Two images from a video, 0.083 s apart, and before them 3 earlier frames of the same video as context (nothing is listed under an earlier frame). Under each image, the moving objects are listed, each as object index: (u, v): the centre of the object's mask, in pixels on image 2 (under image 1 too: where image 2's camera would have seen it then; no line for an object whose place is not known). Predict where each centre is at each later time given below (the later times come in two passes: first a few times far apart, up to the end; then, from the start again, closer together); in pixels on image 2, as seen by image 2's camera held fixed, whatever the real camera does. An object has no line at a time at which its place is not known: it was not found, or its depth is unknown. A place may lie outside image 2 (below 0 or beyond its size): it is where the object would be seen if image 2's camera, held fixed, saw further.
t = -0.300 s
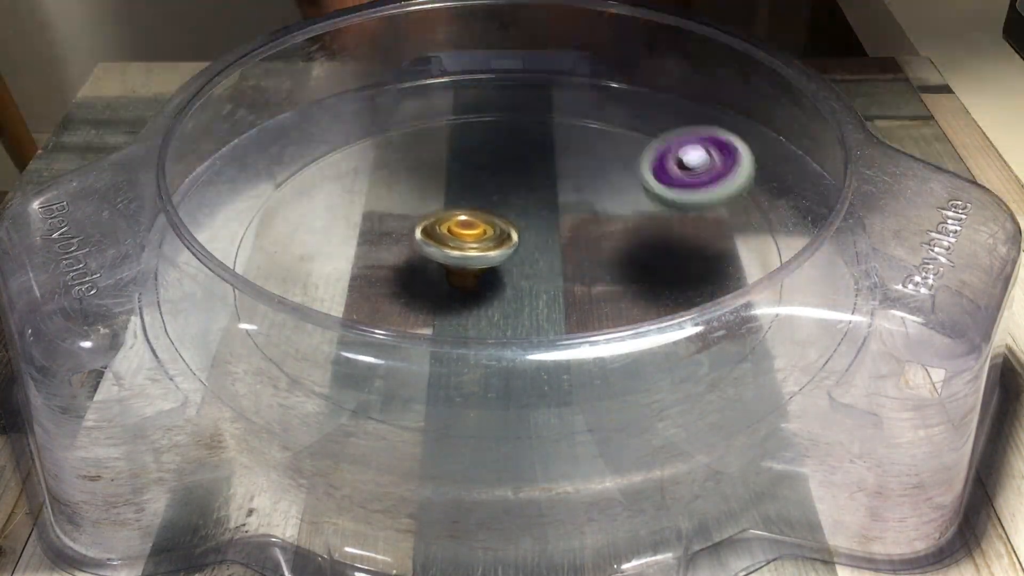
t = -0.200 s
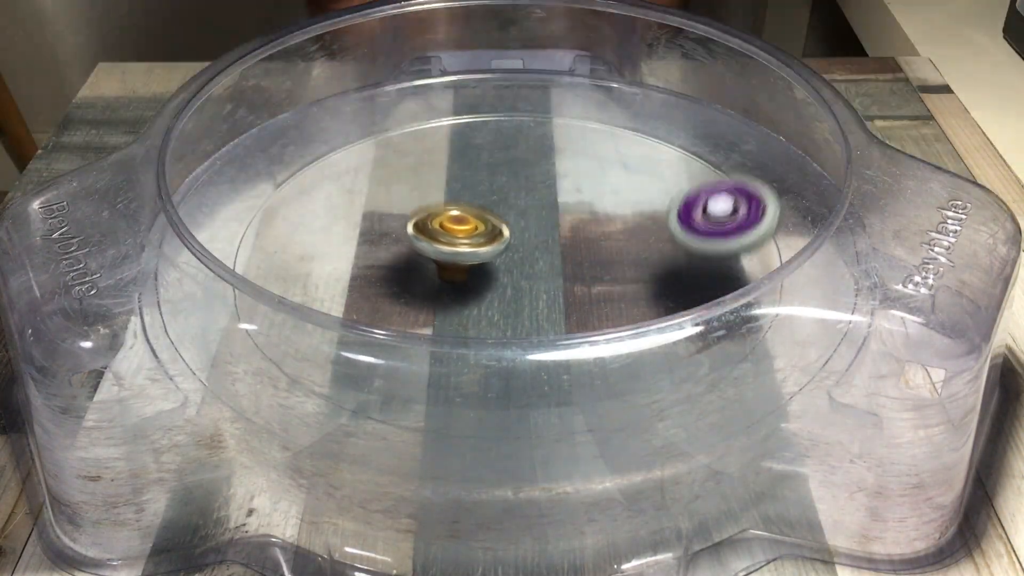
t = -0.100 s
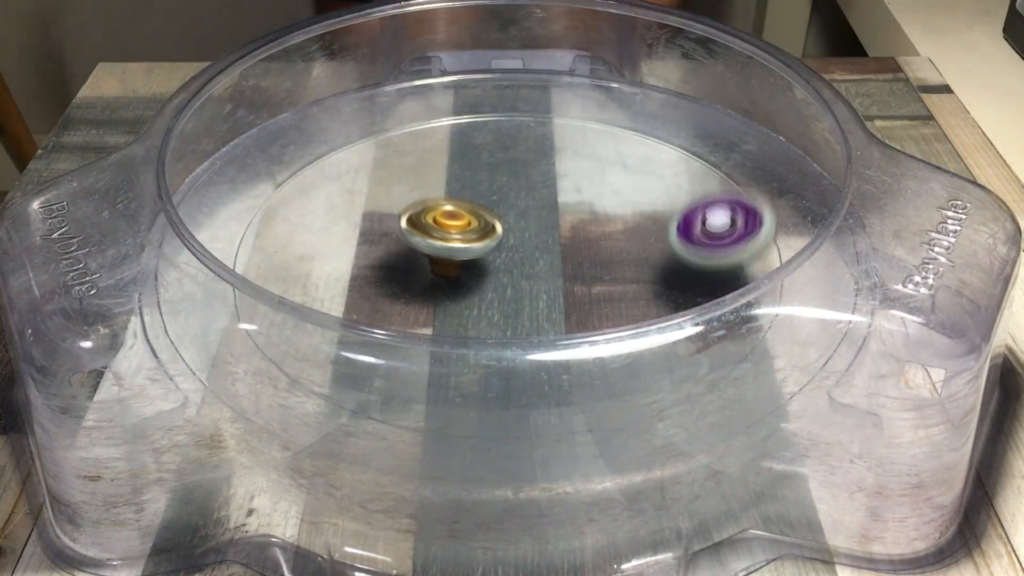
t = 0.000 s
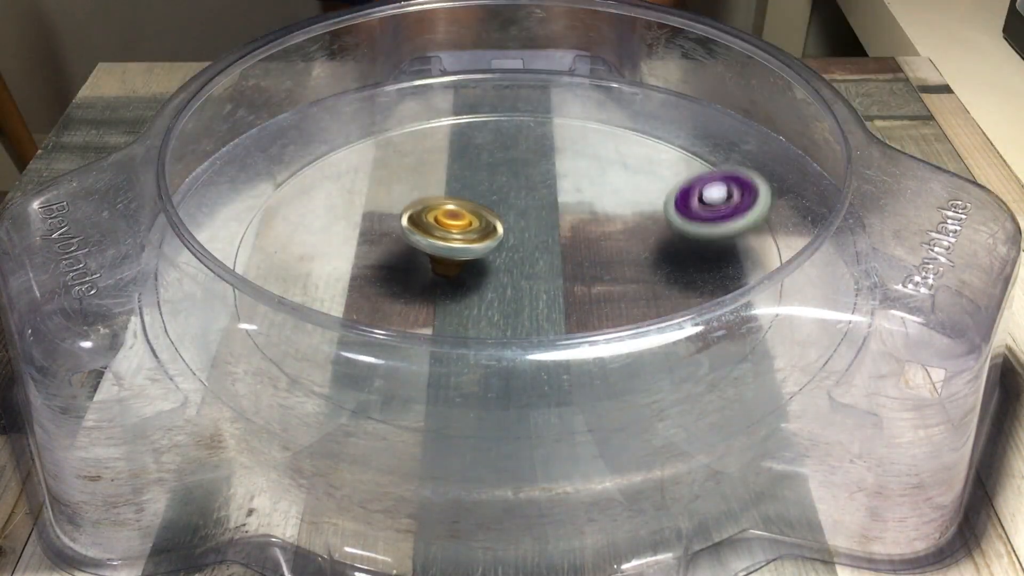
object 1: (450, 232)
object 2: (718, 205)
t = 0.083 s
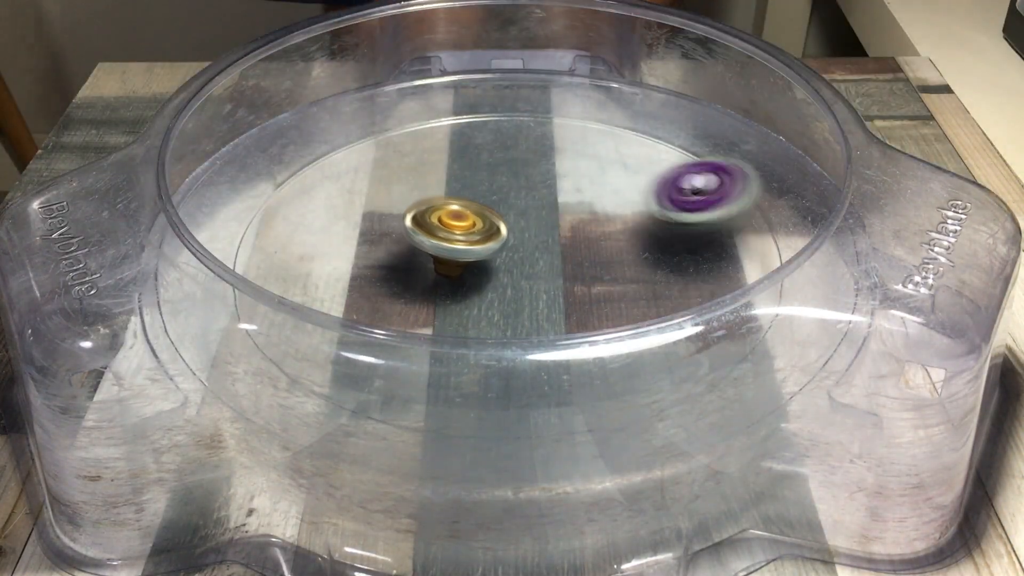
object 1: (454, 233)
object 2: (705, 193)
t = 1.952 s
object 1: (543, 298)
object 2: (239, 311)
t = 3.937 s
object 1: (512, 244)
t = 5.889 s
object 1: (490, 245)
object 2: (766, 214)
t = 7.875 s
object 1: (513, 240)
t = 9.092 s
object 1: (508, 248)
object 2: (289, 183)
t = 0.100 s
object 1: (455, 233)
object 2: (696, 194)
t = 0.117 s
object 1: (455, 233)
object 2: (687, 195)
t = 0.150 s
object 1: (457, 233)
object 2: (666, 200)
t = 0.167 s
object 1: (457, 233)
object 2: (654, 205)
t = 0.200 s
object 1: (459, 234)
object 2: (636, 218)
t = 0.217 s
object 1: (460, 234)
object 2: (627, 226)
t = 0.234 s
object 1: (460, 234)
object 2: (621, 234)
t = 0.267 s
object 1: (462, 235)
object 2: (610, 251)
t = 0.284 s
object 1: (462, 235)
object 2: (606, 260)
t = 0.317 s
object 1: (464, 234)
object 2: (604, 277)
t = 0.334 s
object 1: (465, 234)
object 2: (605, 285)
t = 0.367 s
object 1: (466, 234)
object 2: (613, 297)
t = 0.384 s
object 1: (467, 233)
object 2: (619, 298)
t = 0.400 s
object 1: (468, 232)
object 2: (628, 304)
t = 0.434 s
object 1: (469, 231)
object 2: (663, 321)
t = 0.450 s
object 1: (470, 231)
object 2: (689, 325)
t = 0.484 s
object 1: (471, 229)
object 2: (718, 320)
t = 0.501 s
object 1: (472, 229)
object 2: (729, 315)
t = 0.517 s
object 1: (472, 228)
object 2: (736, 303)
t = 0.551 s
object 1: (474, 227)
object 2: (742, 290)
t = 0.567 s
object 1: (475, 227)
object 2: (752, 295)
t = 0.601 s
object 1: (477, 226)
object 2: (758, 265)
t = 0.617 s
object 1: (478, 225)
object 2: (754, 256)
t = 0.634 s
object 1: (480, 225)
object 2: (766, 254)
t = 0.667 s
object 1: (482, 225)
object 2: (756, 241)
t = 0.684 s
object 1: (483, 225)
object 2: (747, 234)
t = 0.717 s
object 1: (484, 225)
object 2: (723, 222)
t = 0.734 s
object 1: (485, 225)
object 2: (711, 220)
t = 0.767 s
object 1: (486, 225)
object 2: (675, 218)
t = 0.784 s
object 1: (487, 225)
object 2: (655, 218)
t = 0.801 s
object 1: (488, 225)
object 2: (629, 224)
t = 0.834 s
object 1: (485, 223)
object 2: (597, 231)
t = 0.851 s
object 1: (452, 219)
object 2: (605, 234)
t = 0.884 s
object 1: (374, 205)
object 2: (616, 247)
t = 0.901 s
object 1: (351, 199)
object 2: (621, 254)
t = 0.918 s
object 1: (319, 191)
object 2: (618, 263)
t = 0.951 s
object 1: (275, 176)
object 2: (615, 275)
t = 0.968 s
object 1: (254, 167)
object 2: (613, 283)
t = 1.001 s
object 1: (223, 162)
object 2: (614, 293)
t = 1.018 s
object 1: (220, 164)
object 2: (616, 295)
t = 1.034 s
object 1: (217, 168)
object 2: (620, 300)
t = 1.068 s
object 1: (223, 177)
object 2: (631, 305)
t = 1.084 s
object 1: (228, 182)
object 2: (634, 305)
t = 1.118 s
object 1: (241, 191)
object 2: (651, 306)
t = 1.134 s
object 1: (250, 200)
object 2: (678, 316)
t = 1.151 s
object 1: (260, 207)
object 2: (693, 316)
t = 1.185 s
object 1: (289, 221)
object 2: (711, 316)
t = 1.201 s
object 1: (305, 227)
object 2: (722, 313)
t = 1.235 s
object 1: (339, 243)
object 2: (735, 293)
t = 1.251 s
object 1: (358, 247)
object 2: (740, 289)
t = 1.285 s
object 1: (391, 255)
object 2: (728, 268)
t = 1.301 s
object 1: (410, 260)
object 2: (728, 266)
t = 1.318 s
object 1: (427, 263)
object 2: (720, 260)
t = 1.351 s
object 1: (461, 267)
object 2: (703, 251)
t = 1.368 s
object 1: (481, 268)
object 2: (689, 250)
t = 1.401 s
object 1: (518, 268)
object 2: (655, 244)
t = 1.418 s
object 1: (513, 275)
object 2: (650, 234)
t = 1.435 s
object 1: (509, 276)
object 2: (644, 228)
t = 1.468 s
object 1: (444, 291)
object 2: (673, 200)
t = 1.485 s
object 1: (423, 293)
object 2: (679, 188)
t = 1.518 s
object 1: (369, 292)
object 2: (687, 169)
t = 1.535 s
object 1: (333, 300)
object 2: (688, 160)
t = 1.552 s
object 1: (312, 300)
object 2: (682, 152)
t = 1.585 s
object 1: (277, 286)
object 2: (660, 142)
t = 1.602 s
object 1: (275, 284)
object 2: (648, 139)
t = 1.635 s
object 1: (287, 280)
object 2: (601, 138)
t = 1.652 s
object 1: (289, 282)
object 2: (575, 138)
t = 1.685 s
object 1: (314, 269)
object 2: (517, 147)
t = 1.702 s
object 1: (319, 269)
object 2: (493, 156)
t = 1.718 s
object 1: (330, 269)
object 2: (462, 162)
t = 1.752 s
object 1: (352, 266)
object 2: (408, 183)
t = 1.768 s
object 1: (366, 261)
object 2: (379, 194)
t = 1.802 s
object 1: (396, 270)
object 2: (335, 207)
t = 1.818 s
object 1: (416, 278)
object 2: (312, 213)
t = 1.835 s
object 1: (429, 284)
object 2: (294, 220)
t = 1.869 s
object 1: (464, 294)
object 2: (260, 240)
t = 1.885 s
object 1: (482, 295)
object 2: (259, 243)
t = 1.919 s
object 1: (511, 298)
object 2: (240, 268)
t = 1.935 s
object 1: (530, 299)
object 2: (239, 294)
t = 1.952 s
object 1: (543, 298)
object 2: (239, 311)
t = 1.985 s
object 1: (568, 296)
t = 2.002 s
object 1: (581, 295)
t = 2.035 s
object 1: (597, 290)
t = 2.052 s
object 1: (602, 288)
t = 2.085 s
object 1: (611, 284)
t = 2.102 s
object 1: (614, 282)
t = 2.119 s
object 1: (615, 278)
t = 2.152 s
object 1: (615, 272)
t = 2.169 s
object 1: (613, 268)
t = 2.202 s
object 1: (610, 262)
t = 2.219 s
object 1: (608, 260)
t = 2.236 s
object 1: (605, 256)
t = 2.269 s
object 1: (600, 251)
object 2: (680, 338)
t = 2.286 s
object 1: (598, 248)
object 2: (686, 311)
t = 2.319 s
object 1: (592, 243)
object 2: (696, 271)
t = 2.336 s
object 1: (587, 240)
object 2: (704, 264)
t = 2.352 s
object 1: (585, 238)
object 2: (700, 248)
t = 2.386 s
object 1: (578, 233)
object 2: (685, 215)
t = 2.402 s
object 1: (573, 230)
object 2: (676, 200)
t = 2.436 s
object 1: (564, 226)
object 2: (637, 170)
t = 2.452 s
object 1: (561, 224)
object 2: (615, 158)
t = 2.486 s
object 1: (553, 221)
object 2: (569, 136)
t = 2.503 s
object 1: (548, 220)
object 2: (542, 128)
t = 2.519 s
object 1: (544, 219)
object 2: (516, 121)
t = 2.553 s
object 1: (537, 218)
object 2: (454, 112)
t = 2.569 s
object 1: (532, 218)
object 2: (425, 109)
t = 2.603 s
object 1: (524, 217)
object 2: (368, 109)
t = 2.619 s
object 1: (520, 217)
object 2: (344, 114)
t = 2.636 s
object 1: (517, 217)
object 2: (317, 122)
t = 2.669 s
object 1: (510, 217)
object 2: (267, 147)
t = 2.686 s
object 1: (507, 217)
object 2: (247, 157)
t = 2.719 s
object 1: (503, 219)
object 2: (217, 170)
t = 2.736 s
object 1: (500, 220)
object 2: (209, 184)
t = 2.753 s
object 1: (499, 221)
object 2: (203, 194)
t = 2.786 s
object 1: (497, 224)
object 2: (191, 223)
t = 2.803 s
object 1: (497, 225)
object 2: (188, 247)
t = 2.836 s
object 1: (496, 229)
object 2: (194, 283)
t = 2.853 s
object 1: (497, 231)
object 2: (200, 290)
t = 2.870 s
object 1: (497, 232)
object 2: (210, 313)
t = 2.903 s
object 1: (498, 235)
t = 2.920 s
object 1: (498, 237)
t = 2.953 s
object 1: (501, 241)
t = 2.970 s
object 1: (502, 243)
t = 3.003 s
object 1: (506, 246)
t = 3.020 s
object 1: (507, 247)
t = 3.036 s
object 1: (509, 248)
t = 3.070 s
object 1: (513, 250)
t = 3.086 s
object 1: (515, 250)
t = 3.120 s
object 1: (519, 252)
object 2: (676, 349)
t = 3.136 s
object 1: (520, 252)
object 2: (704, 327)
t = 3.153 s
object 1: (521, 252)
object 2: (711, 316)
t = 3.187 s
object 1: (523, 252)
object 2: (728, 258)
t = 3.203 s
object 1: (524, 252)
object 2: (741, 247)
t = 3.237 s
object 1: (525, 251)
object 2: (744, 209)
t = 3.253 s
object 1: (527, 251)
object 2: (733, 190)
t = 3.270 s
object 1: (527, 250)
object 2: (726, 175)
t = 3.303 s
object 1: (529, 249)
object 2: (694, 139)
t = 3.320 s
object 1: (530, 249)
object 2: (674, 126)
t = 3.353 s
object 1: (532, 247)
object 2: (620, 101)
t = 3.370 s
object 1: (533, 247)
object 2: (591, 94)
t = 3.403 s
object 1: (534, 247)
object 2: (526, 79)
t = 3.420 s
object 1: (534, 246)
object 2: (500, 75)
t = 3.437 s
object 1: (534, 246)
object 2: (470, 71)
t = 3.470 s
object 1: (534, 245)
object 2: (411, 66)
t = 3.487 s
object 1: (534, 245)
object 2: (395, 70)
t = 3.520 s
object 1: (533, 243)
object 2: (365, 88)
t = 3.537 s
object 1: (533, 242)
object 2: (353, 97)
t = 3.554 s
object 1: (533, 242)
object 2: (338, 107)
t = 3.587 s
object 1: (532, 241)
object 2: (316, 123)
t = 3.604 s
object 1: (532, 240)
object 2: (298, 139)
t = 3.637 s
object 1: (531, 239)
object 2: (275, 171)
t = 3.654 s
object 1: (531, 238)
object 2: (267, 191)
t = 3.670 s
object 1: (531, 238)
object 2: (260, 207)
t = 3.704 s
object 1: (530, 237)
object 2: (262, 243)
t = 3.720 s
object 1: (529, 237)
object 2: (270, 251)
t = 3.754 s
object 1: (529, 237)
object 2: (291, 288)
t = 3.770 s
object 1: (528, 237)
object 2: (309, 318)
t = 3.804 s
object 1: (526, 237)
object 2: (365, 349)
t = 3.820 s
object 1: (525, 238)
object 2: (393, 357)
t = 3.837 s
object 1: (524, 238)
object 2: (431, 369)
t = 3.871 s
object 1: (521, 240)
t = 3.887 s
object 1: (519, 240)
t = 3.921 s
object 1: (514, 242)
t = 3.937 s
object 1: (512, 244)
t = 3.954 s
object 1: (511, 244)
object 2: (704, 345)
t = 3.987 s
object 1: (508, 244)
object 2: (732, 322)
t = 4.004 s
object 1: (507, 246)
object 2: (761, 278)
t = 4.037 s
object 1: (504, 248)
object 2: (772, 237)
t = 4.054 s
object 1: (503, 249)
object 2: (780, 219)
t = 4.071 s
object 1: (501, 250)
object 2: (786, 201)
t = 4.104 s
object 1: (499, 251)
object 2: (785, 169)
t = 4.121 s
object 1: (499, 251)
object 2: (777, 156)
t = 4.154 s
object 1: (498, 252)
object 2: (756, 130)
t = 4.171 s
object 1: (498, 253)
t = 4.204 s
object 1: (498, 254)
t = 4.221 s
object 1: (499, 255)
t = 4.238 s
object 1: (500, 256)
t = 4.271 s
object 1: (502, 257)
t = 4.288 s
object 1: (504, 258)
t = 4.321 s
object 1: (507, 258)
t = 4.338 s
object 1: (508, 259)
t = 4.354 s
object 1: (510, 259)
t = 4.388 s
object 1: (513, 259)
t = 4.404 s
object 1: (514, 259)
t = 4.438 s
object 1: (517, 258)
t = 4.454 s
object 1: (518, 258)
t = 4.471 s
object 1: (519, 258)
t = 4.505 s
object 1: (520, 257)
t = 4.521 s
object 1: (521, 256)
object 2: (315, 128)
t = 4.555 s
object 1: (521, 255)
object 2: (276, 167)
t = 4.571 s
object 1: (522, 255)
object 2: (261, 188)
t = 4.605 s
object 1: (521, 254)
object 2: (246, 223)
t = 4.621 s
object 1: (520, 254)
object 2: (247, 231)
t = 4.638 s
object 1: (520, 254)
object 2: (238, 261)
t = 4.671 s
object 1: (518, 253)
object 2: (257, 306)
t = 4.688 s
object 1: (518, 253)
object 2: (272, 318)
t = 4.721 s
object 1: (517, 252)
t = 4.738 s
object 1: (516, 252)
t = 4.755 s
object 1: (515, 251)
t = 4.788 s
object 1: (513, 250)
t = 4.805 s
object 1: (513, 249)
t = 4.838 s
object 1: (510, 249)
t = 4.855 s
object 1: (509, 248)
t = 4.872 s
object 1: (508, 248)
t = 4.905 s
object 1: (505, 247)
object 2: (729, 331)
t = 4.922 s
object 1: (505, 247)
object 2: (737, 317)
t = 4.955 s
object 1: (503, 246)
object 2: (750, 259)
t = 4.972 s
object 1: (502, 246)
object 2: (759, 250)
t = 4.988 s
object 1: (501, 246)
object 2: (765, 234)
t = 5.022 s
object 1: (498, 247)
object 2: (767, 208)
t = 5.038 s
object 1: (497, 247)
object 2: (760, 191)
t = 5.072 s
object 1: (495, 248)
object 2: (737, 166)
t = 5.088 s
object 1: (494, 249)
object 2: (722, 152)
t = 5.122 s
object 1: (491, 250)
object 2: (684, 128)
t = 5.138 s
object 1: (490, 251)
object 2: (660, 118)
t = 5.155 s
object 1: (490, 251)
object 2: (629, 106)
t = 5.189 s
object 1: (490, 253)
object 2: (590, 100)
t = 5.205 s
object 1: (490, 254)
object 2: (557, 96)
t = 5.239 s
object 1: (490, 255)
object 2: (509, 94)
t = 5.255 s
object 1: (490, 256)
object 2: (487, 95)
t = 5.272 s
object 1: (491, 256)
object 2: (461, 98)
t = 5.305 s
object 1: (492, 257)
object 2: (405, 109)
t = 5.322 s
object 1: (493, 257)
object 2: (379, 115)
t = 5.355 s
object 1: (495, 257)
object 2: (337, 129)
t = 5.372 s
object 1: (495, 257)
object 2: (313, 146)
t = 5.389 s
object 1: (496, 256)
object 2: (297, 161)
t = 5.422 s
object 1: (498, 256)
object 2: (259, 190)
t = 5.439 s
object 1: (499, 255)
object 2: (251, 206)
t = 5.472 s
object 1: (500, 255)
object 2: (243, 237)
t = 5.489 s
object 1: (501, 254)
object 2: (249, 246)
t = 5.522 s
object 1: (502, 253)
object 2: (256, 301)
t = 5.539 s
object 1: (502, 253)
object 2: (272, 320)
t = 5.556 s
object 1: (503, 252)
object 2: (290, 333)
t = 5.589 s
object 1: (502, 251)
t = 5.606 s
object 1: (502, 250)
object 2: (390, 380)
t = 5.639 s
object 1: (501, 249)
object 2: (456, 394)
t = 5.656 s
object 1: (501, 248)
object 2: (490, 395)
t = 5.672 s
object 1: (500, 247)
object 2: (538, 395)
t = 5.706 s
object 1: (499, 246)
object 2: (611, 383)
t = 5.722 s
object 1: (499, 246)
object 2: (649, 376)
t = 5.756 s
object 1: (497, 245)
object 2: (705, 355)
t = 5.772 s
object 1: (496, 245)
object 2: (730, 332)
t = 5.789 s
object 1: (495, 245)
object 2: (730, 315)
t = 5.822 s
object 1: (494, 245)
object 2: (756, 267)
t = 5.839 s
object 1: (493, 245)
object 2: (756, 253)
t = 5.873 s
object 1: (491, 245)
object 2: (769, 230)
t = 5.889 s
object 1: (490, 245)
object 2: (766, 214)
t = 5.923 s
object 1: (490, 246)
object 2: (753, 182)
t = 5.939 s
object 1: (490, 246)
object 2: (739, 167)
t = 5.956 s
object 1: (489, 246)
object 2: (726, 155)
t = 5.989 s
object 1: (489, 246)
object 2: (689, 131)
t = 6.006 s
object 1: (489, 246)
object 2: (666, 120)
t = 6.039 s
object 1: (490, 247)
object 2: (618, 106)
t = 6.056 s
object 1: (490, 247)
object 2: (593, 101)
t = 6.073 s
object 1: (490, 247)
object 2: (566, 96)
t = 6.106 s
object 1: (491, 248)
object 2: (515, 92)
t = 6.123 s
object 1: (491, 248)
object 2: (491, 93)
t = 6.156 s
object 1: (492, 248)
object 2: (439, 99)
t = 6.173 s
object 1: (492, 248)
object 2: (413, 102)
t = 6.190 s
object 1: (493, 248)
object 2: (383, 110)
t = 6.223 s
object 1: (493, 248)
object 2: (332, 128)
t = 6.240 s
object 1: (493, 248)
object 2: (317, 136)
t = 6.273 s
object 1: (494, 248)
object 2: (282, 163)
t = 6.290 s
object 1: (494, 248)
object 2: (267, 178)
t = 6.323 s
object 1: (493, 248)
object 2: (246, 205)
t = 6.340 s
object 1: (493, 247)
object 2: (244, 232)
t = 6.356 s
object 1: (493, 247)
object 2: (246, 240)
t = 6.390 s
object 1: (494, 246)
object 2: (255, 283)
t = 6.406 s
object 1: (494, 246)
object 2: (261, 306)
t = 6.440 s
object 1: (495, 244)
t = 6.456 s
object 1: (495, 243)
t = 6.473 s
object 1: (496, 243)
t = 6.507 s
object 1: (496, 242)
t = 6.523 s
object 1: (496, 242)
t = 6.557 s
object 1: (496, 241)
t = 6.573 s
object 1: (496, 241)
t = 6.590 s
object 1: (496, 241)
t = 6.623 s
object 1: (496, 241)
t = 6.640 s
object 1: (496, 241)
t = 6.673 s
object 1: (496, 241)
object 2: (739, 322)
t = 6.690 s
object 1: (496, 240)
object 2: (749, 307)
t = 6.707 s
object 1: (496, 240)
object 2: (762, 279)
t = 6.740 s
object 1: (497, 240)
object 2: (769, 246)
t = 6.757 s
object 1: (496, 240)
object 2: (768, 229)
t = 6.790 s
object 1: (496, 239)
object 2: (765, 203)
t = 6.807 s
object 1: (497, 240)
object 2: (757, 185)
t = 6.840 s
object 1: (498, 240)
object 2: (731, 158)
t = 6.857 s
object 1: (498, 241)
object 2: (716, 148)
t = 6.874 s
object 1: (498, 241)
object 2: (697, 135)
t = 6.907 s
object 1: (498, 241)
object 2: (655, 117)
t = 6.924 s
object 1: (498, 240)
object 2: (628, 106)
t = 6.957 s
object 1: (498, 241)
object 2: (583, 99)
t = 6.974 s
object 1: (499, 241)
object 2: (557, 94)
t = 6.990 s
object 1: (498, 240)
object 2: (530, 93)
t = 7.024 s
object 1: (499, 241)
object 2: (486, 93)
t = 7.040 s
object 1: (499, 241)
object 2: (459, 95)
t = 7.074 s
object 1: (499, 241)
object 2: (407, 104)
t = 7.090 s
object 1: (499, 241)
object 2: (388, 108)
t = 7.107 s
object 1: (499, 241)
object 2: (358, 118)
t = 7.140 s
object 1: (500, 241)
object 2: (317, 137)
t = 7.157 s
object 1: (500, 241)
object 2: (306, 144)
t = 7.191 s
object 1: (501, 241)
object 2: (270, 175)
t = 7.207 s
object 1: (501, 241)
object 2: (255, 193)
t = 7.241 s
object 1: (501, 241)
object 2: (244, 222)
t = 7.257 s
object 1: (502, 242)
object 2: (245, 231)
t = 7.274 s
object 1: (502, 241)
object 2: (244, 255)
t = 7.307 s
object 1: (503, 241)
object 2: (254, 297)
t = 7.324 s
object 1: (503, 242)
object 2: (265, 308)
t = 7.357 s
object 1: (504, 242)
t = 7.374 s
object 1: (505, 241)
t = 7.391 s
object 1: (505, 241)
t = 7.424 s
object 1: (506, 241)
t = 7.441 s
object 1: (506, 240)
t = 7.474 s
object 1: (507, 240)
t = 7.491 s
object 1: (507, 240)
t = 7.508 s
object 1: (508, 240)
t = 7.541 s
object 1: (508, 239)
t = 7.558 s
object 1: (508, 240)
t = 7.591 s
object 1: (509, 239)
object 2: (735, 324)
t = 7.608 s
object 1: (510, 239)
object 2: (748, 306)
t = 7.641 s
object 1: (511, 239)
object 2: (765, 265)
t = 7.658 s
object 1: (511, 239)
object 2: (762, 244)
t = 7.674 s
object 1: (511, 239)
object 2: (768, 235)
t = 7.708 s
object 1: (512, 239)
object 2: (769, 206)
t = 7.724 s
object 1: (512, 239)
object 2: (761, 193)
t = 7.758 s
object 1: (513, 239)
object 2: (738, 165)
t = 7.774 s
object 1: (513, 239)
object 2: (722, 152)
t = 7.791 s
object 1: (513, 239)
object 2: (706, 142)
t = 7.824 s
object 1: (513, 239)
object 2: (667, 123)
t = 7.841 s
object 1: (513, 240)
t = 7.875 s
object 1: (513, 240)
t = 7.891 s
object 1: (513, 240)
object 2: (579, 99)
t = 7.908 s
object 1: (514, 240)
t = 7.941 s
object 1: (514, 240)
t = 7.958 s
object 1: (514, 240)
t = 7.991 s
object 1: (515, 240)
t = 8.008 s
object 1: (515, 240)
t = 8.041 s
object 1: (515, 240)
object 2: (363, 119)
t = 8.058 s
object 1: (515, 240)
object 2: (346, 128)
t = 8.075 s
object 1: (515, 240)
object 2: (326, 137)
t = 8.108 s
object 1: (515, 240)
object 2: (290, 163)
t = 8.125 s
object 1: (516, 240)
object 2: (278, 177)
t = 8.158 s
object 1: (516, 240)
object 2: (260, 199)
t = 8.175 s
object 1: (516, 240)
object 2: (248, 222)
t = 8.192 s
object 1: (516, 241)
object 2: (248, 229)
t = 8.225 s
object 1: (516, 240)
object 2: (250, 258)
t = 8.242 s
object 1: (517, 240)
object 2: (251, 289)
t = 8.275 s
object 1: (517, 241)
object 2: (274, 319)
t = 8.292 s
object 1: (517, 241)
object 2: (287, 326)
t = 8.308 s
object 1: (517, 241)
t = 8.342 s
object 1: (517, 241)
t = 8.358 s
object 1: (517, 242)
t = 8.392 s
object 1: (517, 242)
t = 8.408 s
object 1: (517, 242)
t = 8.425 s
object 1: (518, 242)
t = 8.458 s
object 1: (518, 243)
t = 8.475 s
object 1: (517, 243)
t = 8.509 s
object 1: (517, 243)
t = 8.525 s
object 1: (517, 243)
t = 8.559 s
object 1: (517, 244)
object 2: (741, 314)
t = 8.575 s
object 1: (517, 244)
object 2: (754, 299)
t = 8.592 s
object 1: (517, 244)
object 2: (758, 267)
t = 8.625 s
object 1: (517, 244)
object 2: (761, 239)
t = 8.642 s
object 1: (517, 244)
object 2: (767, 230)
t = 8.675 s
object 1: (516, 245)
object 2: (761, 201)
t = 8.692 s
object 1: (515, 245)
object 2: (751, 189)
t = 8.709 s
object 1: (515, 246)
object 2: (739, 174)
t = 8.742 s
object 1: (515, 246)
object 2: (710, 152)
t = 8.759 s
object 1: (514, 245)
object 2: (694, 142)
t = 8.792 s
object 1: (513, 246)
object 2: (654, 124)
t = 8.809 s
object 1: (513, 246)
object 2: (630, 116)
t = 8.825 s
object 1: (512, 246)
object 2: (605, 111)
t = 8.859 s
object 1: (512, 246)
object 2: (568, 102)
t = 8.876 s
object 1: (511, 247)
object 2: (543, 101)
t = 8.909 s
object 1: (510, 247)
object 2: (499, 101)
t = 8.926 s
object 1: (510, 247)
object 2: (475, 101)
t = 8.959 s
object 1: (510, 247)
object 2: (429, 109)
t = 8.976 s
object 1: (509, 247)
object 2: (405, 115)
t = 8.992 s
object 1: (509, 248)
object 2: (388, 119)
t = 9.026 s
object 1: (509, 248)
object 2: (350, 138)
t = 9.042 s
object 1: (509, 248)
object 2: (333, 147)
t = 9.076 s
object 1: (508, 248)
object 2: (300, 170)
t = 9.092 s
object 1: (508, 248)
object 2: (289, 183)
